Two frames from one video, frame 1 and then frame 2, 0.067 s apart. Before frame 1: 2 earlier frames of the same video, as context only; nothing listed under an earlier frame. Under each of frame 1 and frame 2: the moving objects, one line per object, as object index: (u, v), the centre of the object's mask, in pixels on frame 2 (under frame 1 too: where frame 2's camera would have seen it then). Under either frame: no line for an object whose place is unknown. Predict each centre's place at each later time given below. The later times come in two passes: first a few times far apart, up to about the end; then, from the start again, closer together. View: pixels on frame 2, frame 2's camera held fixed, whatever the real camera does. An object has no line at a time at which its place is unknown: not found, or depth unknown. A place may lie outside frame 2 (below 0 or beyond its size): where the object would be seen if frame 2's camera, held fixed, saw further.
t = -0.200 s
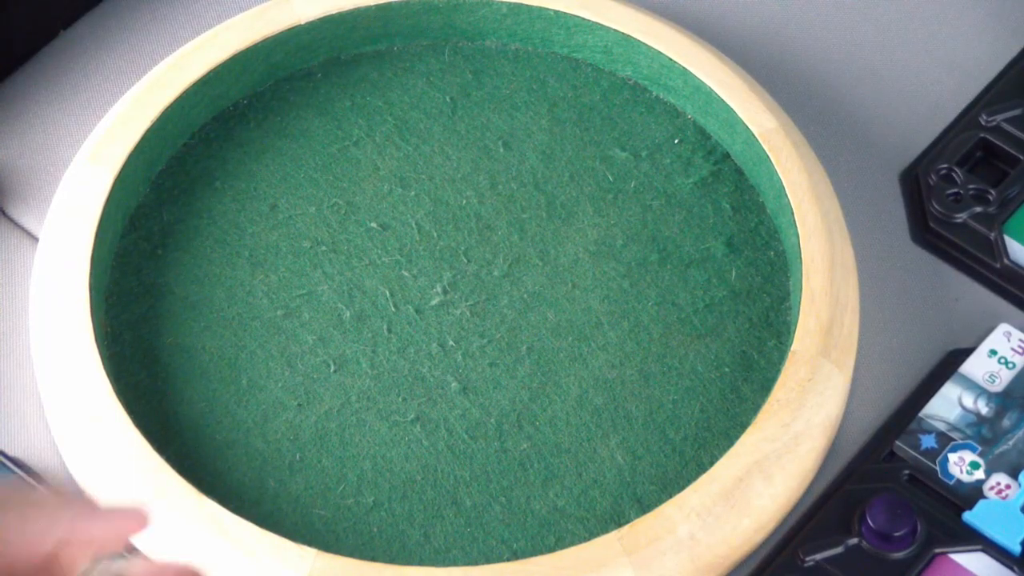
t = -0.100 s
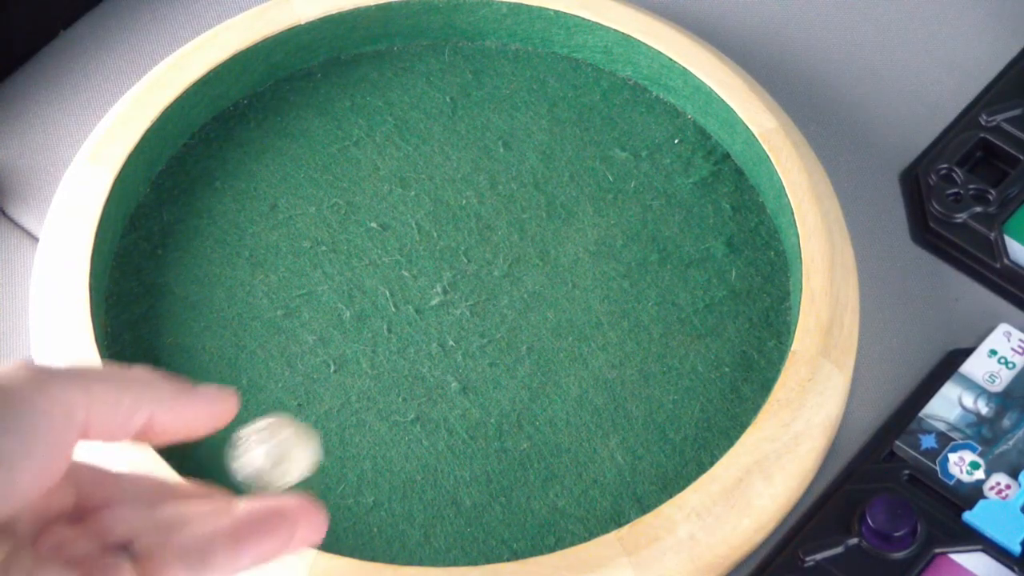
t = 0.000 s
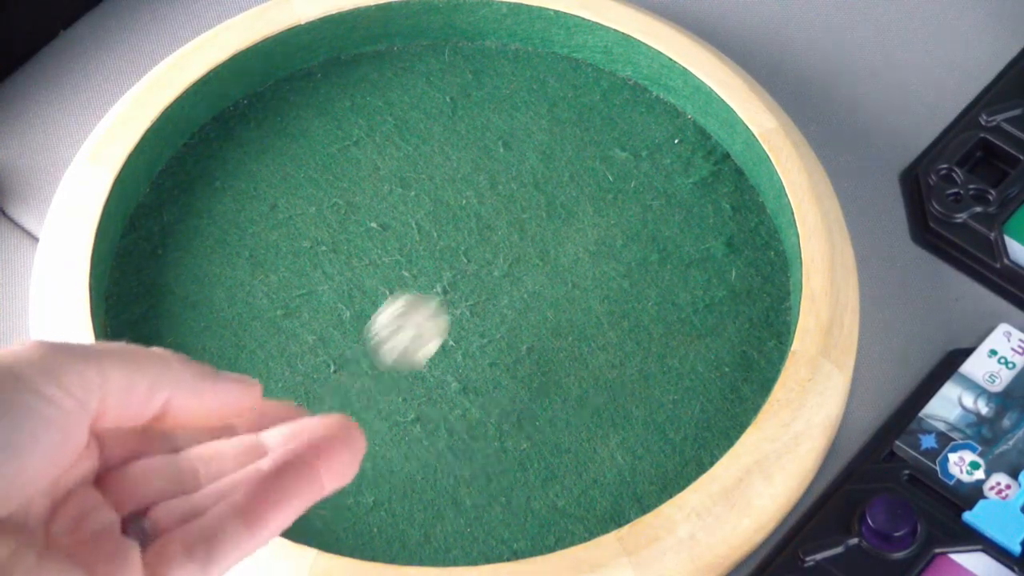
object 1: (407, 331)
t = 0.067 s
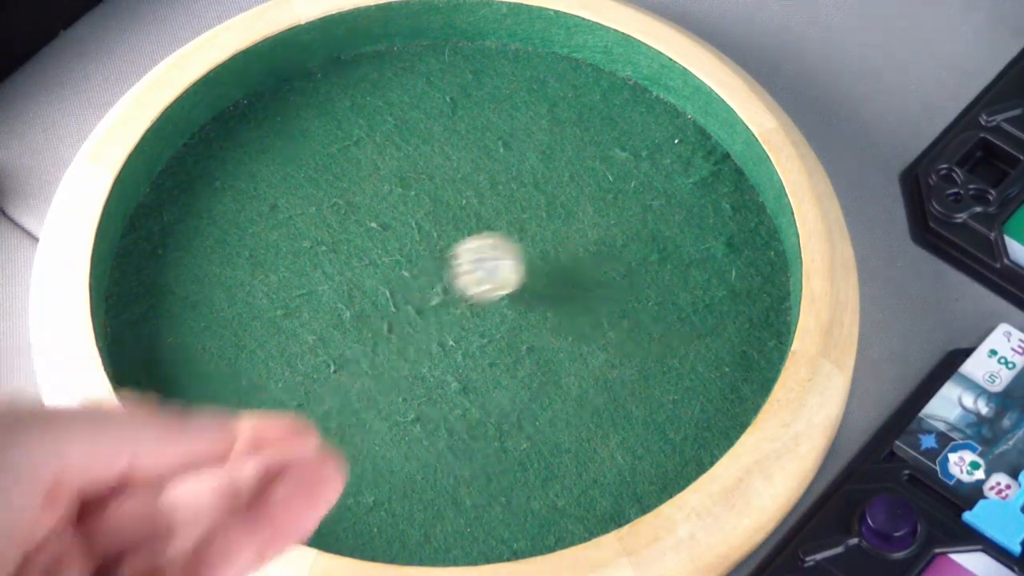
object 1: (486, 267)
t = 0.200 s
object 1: (650, 151)
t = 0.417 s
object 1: (622, 163)
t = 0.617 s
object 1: (625, 164)
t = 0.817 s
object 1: (625, 164)
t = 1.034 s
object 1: (625, 164)
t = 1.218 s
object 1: (625, 164)
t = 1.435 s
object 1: (625, 164)
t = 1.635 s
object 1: (625, 164)
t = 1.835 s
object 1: (625, 164)
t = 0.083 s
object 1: (507, 254)
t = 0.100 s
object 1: (525, 233)
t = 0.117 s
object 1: (547, 215)
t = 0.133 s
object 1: (568, 199)
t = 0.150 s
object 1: (587, 188)
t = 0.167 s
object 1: (607, 180)
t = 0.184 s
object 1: (628, 165)
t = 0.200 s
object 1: (650, 151)
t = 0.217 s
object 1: (671, 136)
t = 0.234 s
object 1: (684, 127)
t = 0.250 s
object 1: (676, 128)
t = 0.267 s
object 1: (665, 134)
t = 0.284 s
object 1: (656, 142)
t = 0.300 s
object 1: (646, 149)
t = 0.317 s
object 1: (639, 151)
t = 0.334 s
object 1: (632, 153)
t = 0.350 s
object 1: (627, 154)
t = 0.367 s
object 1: (623, 156)
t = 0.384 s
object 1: (621, 158)
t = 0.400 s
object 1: (621, 160)
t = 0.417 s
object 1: (622, 163)
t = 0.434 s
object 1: (624, 164)
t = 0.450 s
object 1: (626, 164)
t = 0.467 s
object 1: (627, 163)
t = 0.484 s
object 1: (626, 163)
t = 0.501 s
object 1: (625, 164)
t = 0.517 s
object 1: (625, 164)
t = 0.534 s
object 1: (625, 164)
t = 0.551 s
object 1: (625, 164)
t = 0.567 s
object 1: (625, 164)
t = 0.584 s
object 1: (625, 164)
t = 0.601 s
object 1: (625, 164)
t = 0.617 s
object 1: (625, 164)
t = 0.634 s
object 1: (625, 164)
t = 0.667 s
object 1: (625, 164)
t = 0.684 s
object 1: (625, 164)
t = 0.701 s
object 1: (625, 164)
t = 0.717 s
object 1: (625, 164)
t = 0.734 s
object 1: (625, 164)
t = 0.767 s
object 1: (625, 164)
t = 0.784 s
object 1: (625, 164)
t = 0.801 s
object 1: (625, 164)
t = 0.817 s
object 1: (625, 164)
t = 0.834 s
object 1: (625, 164)
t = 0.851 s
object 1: (625, 164)
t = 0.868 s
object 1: (625, 164)
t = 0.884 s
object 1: (625, 164)
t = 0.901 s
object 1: (625, 164)
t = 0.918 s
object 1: (625, 164)
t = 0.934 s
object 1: (625, 164)
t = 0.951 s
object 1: (625, 164)
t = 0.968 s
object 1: (625, 164)
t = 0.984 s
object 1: (625, 164)
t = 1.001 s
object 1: (625, 164)
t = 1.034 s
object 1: (625, 164)
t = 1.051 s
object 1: (625, 164)
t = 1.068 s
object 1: (625, 164)
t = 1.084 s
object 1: (625, 164)
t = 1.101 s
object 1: (625, 164)
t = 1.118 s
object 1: (625, 164)
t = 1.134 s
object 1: (625, 164)
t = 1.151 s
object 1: (625, 164)
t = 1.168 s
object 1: (625, 164)
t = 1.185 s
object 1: (625, 164)
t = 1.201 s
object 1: (625, 164)
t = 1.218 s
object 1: (625, 164)
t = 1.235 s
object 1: (625, 164)
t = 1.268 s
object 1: (625, 164)
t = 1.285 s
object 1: (625, 164)
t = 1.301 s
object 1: (625, 164)
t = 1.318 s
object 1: (625, 164)
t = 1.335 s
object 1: (625, 164)
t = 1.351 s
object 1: (625, 164)
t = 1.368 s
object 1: (625, 164)
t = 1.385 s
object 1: (625, 164)
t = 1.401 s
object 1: (625, 164)
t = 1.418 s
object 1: (625, 164)
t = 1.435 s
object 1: (625, 164)
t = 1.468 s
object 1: (625, 164)
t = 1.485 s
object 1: (625, 164)
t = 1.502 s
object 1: (625, 164)
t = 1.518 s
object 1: (625, 164)
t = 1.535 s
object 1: (625, 164)
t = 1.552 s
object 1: (625, 164)
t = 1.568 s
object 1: (625, 164)
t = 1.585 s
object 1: (625, 164)
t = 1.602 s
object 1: (625, 164)
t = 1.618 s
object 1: (625, 164)
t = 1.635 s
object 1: (625, 164)
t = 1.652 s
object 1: (625, 164)
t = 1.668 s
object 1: (625, 164)
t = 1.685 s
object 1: (625, 164)
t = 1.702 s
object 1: (625, 164)
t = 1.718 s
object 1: (625, 164)
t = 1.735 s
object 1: (625, 164)
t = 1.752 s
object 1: (625, 164)
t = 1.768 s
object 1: (625, 164)
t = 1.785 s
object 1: (625, 164)
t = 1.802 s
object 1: (625, 164)
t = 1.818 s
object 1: (625, 164)
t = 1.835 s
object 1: (625, 164)
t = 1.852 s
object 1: (625, 164)
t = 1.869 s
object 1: (625, 164)
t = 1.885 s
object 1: (625, 164)
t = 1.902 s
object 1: (625, 164)
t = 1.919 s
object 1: (625, 164)
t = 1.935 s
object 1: (625, 164)
